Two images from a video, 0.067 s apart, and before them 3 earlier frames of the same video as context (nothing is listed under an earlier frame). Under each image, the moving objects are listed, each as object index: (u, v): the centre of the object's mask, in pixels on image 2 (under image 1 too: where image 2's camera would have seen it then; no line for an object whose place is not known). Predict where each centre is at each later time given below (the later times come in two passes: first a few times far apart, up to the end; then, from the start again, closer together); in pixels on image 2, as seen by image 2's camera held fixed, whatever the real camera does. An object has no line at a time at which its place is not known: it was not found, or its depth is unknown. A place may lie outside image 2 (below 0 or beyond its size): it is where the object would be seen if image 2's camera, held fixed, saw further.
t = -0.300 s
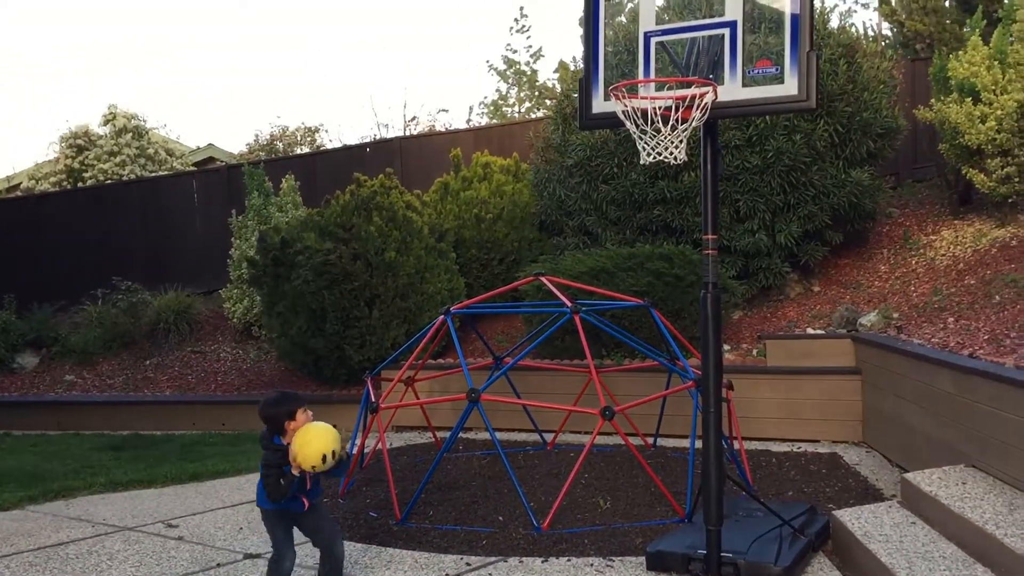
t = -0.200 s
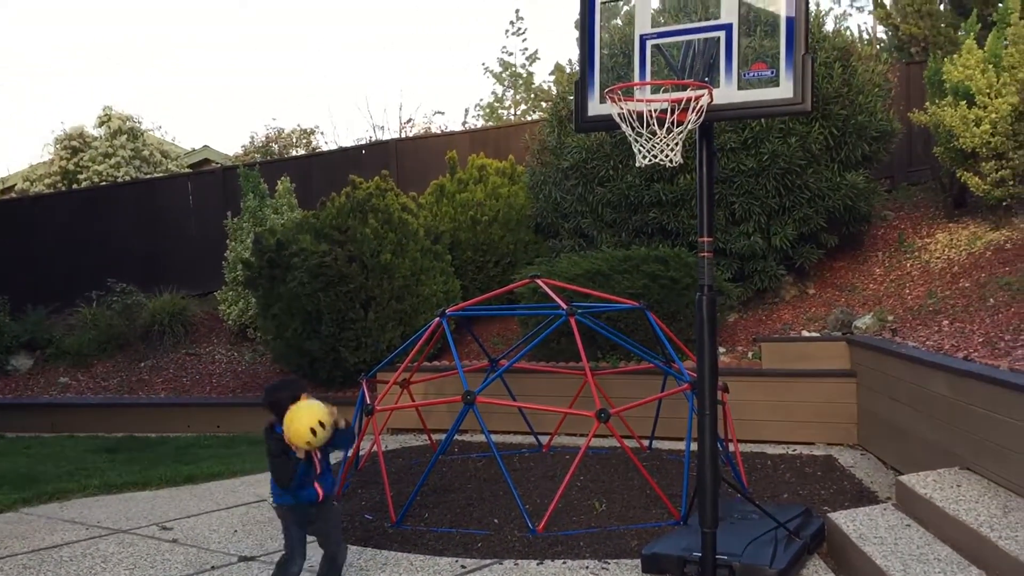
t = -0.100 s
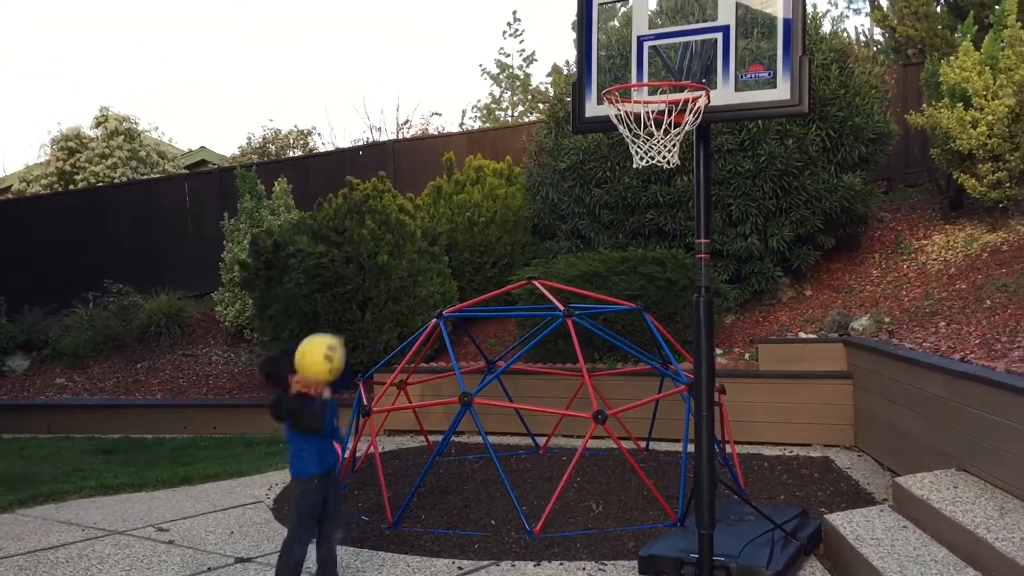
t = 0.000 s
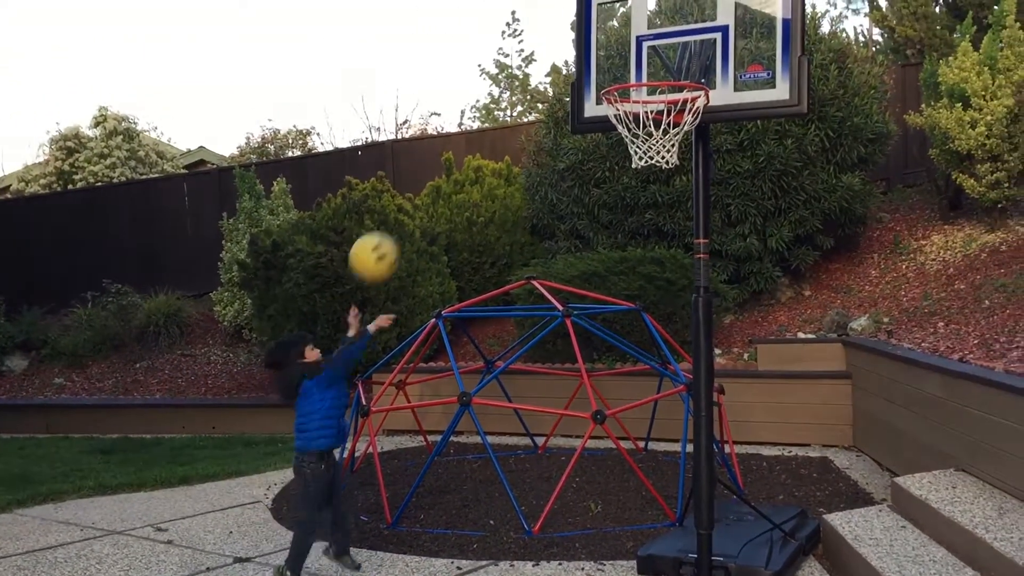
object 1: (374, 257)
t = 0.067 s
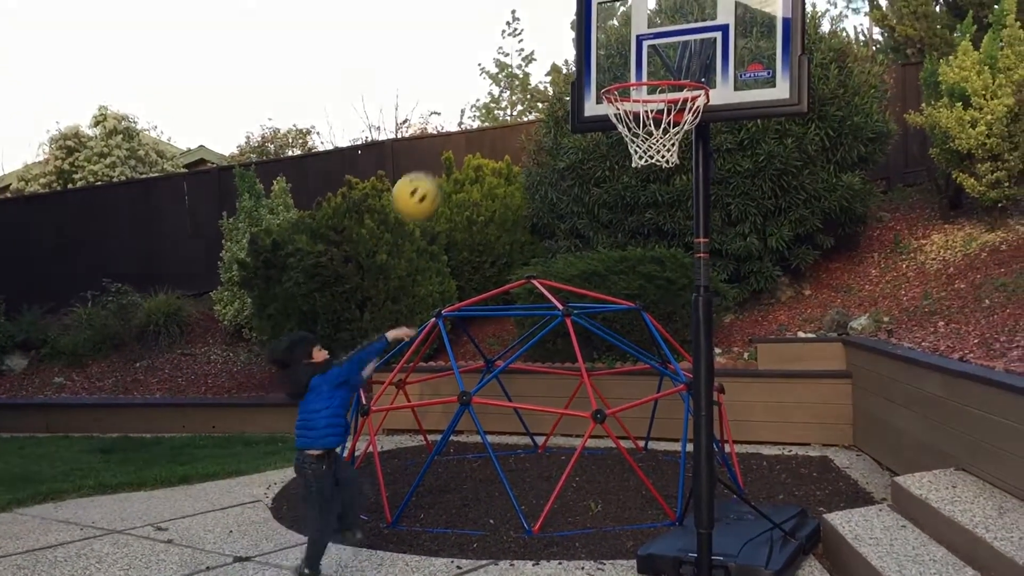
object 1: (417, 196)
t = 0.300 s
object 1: (561, 66)
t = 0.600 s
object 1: (698, 60)
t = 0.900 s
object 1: (693, 42)
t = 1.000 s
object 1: (689, 68)
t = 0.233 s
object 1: (520, 93)
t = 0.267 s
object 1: (540, 79)
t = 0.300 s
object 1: (561, 66)
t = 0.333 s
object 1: (580, 56)
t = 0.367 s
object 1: (599, 49)
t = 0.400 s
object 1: (619, 44)
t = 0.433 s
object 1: (637, 43)
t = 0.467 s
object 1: (657, 42)
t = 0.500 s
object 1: (676, 46)
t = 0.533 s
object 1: (686, 49)
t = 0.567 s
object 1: (693, 54)
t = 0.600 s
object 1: (698, 60)
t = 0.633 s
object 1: (705, 66)
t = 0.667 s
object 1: (704, 63)
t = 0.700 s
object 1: (702, 54)
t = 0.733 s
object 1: (701, 46)
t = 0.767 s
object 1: (699, 40)
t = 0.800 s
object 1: (698, 39)
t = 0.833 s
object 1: (696, 38)
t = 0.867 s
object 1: (695, 39)
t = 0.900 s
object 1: (693, 42)
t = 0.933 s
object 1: (691, 47)
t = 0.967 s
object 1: (690, 55)
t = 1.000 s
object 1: (689, 68)
